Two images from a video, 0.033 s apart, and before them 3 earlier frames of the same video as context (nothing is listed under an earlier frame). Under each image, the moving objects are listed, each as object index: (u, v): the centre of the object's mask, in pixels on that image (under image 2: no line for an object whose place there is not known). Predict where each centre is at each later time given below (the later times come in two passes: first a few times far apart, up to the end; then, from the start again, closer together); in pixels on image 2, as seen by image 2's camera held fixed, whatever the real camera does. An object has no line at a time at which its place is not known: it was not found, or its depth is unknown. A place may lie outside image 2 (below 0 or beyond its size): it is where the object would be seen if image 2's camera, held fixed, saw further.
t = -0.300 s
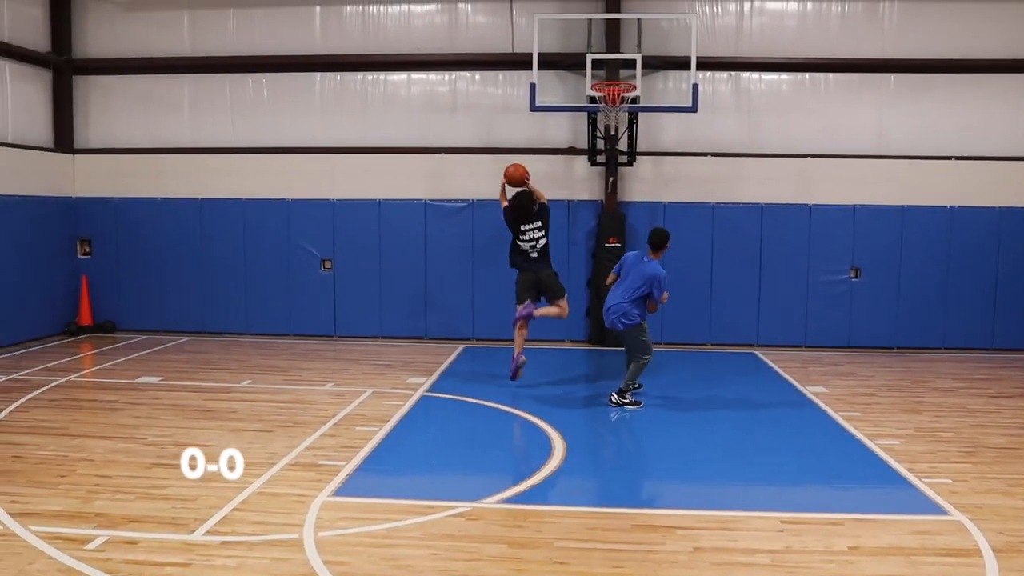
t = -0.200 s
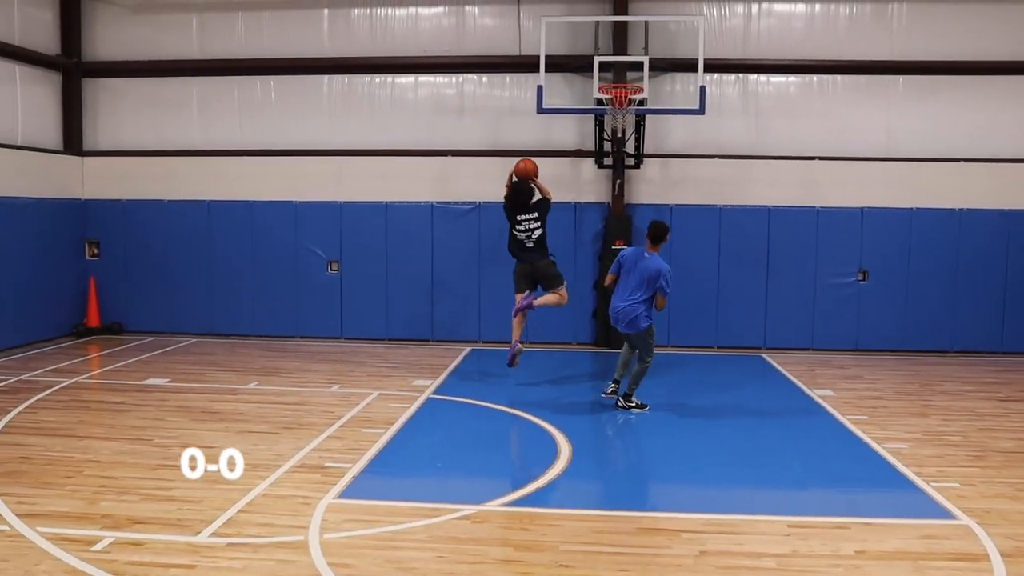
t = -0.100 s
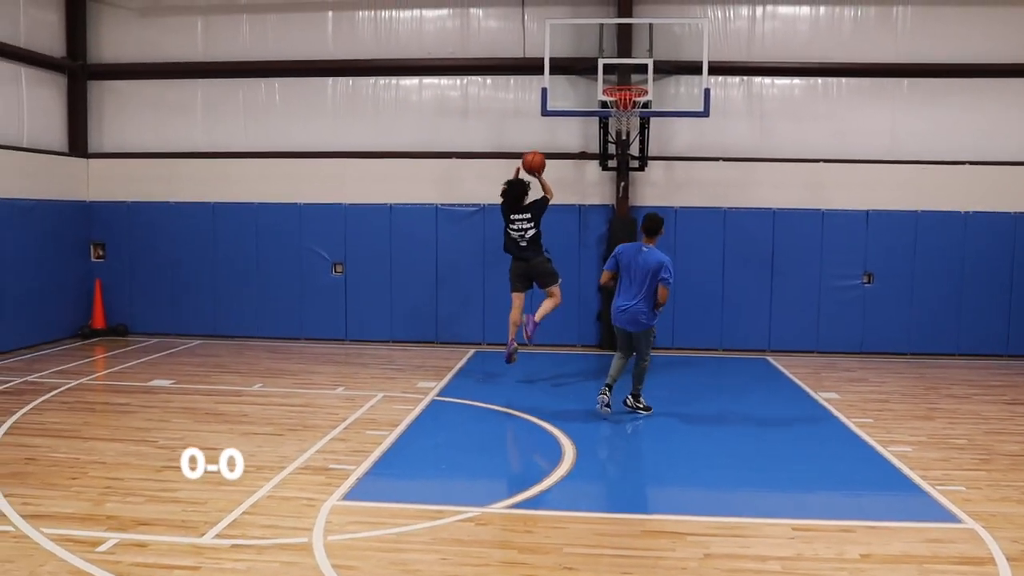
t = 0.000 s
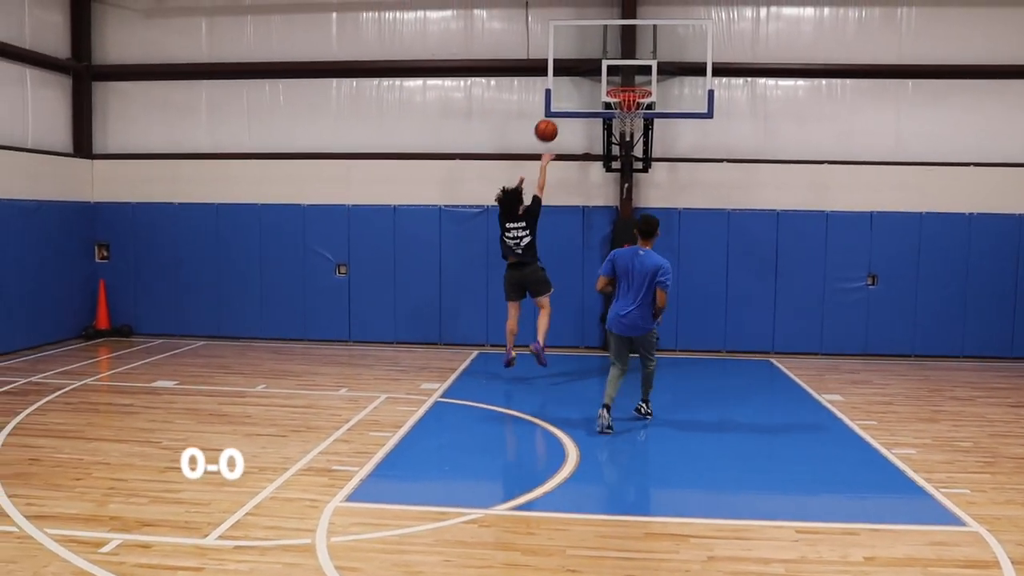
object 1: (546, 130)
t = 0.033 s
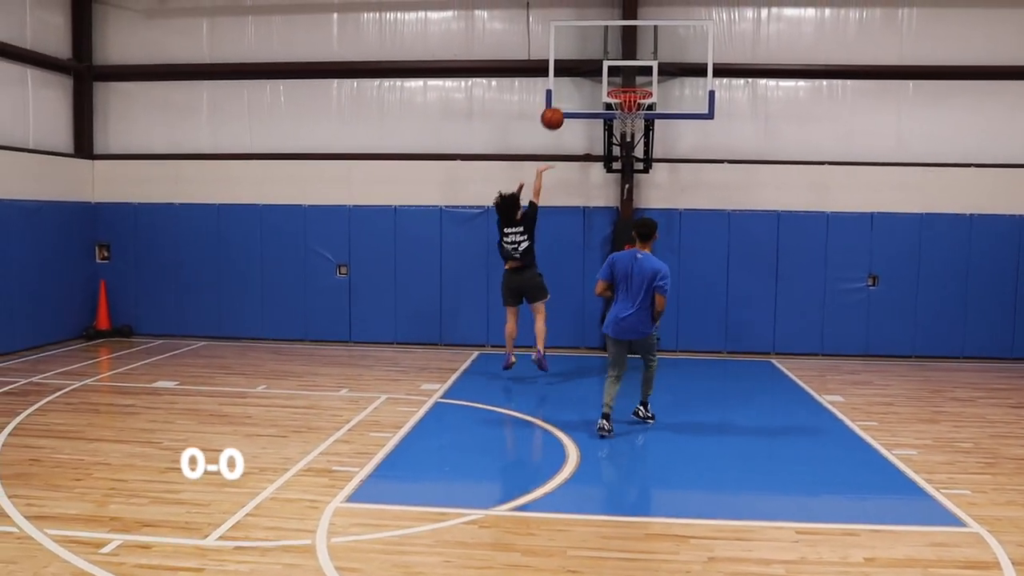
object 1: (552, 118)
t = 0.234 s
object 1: (583, 66)
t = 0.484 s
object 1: (612, 56)
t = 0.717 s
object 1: (628, 73)
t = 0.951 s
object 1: (643, 77)
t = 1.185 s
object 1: (664, 93)
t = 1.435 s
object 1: (688, 167)
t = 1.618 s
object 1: (704, 263)
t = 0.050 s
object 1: (555, 112)
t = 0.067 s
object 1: (558, 106)
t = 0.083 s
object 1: (561, 101)
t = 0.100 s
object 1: (563, 96)
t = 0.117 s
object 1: (565, 91)
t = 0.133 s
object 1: (568, 86)
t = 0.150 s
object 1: (570, 82)
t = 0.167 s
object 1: (573, 79)
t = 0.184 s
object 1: (576, 75)
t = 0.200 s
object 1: (578, 72)
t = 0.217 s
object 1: (580, 69)
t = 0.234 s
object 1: (583, 66)
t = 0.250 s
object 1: (585, 64)
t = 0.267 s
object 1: (587, 62)
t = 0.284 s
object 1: (590, 60)
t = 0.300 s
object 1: (592, 58)
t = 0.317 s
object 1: (594, 57)
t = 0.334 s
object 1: (597, 56)
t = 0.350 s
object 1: (599, 55)
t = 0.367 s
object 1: (601, 55)
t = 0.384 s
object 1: (603, 55)
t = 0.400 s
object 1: (606, 54)
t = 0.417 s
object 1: (608, 55)
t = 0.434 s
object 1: (610, 55)
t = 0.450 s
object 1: (610, 55)
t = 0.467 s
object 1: (611, 56)
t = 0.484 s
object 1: (612, 56)
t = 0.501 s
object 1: (613, 57)
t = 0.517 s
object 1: (615, 59)
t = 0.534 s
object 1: (616, 62)
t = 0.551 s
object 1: (617, 63)
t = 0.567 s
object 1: (618, 65)
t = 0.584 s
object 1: (619, 67)
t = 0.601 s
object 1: (620, 70)
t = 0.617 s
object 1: (621, 73)
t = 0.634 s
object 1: (623, 76)
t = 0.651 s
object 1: (624, 78)
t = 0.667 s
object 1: (624, 78)
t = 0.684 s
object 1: (625, 77)
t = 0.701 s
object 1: (627, 75)
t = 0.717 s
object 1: (628, 73)
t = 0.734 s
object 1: (629, 72)
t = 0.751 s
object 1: (630, 71)
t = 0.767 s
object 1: (631, 70)
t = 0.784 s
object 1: (632, 70)
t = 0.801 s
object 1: (633, 69)
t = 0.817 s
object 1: (634, 69)
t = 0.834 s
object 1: (635, 70)
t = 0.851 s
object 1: (636, 70)
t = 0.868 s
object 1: (637, 70)
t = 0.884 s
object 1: (638, 71)
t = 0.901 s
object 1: (640, 72)
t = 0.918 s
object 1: (641, 74)
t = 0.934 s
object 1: (642, 76)
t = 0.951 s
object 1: (643, 77)
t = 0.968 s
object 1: (644, 79)
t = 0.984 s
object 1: (645, 79)
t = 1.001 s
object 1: (647, 78)
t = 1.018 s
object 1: (648, 78)
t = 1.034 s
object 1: (650, 79)
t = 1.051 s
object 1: (652, 79)
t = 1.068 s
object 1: (653, 80)
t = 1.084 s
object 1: (655, 81)
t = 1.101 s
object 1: (657, 82)
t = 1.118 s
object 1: (658, 84)
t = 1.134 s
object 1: (660, 86)
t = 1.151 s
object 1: (661, 88)
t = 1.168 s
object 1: (663, 90)
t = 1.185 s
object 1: (664, 93)
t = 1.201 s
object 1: (666, 96)
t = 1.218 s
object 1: (668, 99)
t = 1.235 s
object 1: (669, 103)
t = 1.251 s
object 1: (671, 106)
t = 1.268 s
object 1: (672, 111)
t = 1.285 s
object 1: (673, 115)
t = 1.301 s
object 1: (675, 120)
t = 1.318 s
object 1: (676, 125)
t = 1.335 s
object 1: (678, 130)
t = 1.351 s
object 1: (679, 136)
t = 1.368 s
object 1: (681, 141)
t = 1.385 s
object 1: (683, 148)
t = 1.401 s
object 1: (685, 154)
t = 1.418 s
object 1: (686, 161)
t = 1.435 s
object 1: (688, 167)
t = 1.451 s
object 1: (689, 175)
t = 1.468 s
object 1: (690, 182)
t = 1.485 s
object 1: (692, 190)
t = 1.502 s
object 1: (693, 198)
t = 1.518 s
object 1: (695, 207)
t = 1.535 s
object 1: (697, 216)
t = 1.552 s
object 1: (698, 224)
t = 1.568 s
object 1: (700, 233)
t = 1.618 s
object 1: (704, 263)
